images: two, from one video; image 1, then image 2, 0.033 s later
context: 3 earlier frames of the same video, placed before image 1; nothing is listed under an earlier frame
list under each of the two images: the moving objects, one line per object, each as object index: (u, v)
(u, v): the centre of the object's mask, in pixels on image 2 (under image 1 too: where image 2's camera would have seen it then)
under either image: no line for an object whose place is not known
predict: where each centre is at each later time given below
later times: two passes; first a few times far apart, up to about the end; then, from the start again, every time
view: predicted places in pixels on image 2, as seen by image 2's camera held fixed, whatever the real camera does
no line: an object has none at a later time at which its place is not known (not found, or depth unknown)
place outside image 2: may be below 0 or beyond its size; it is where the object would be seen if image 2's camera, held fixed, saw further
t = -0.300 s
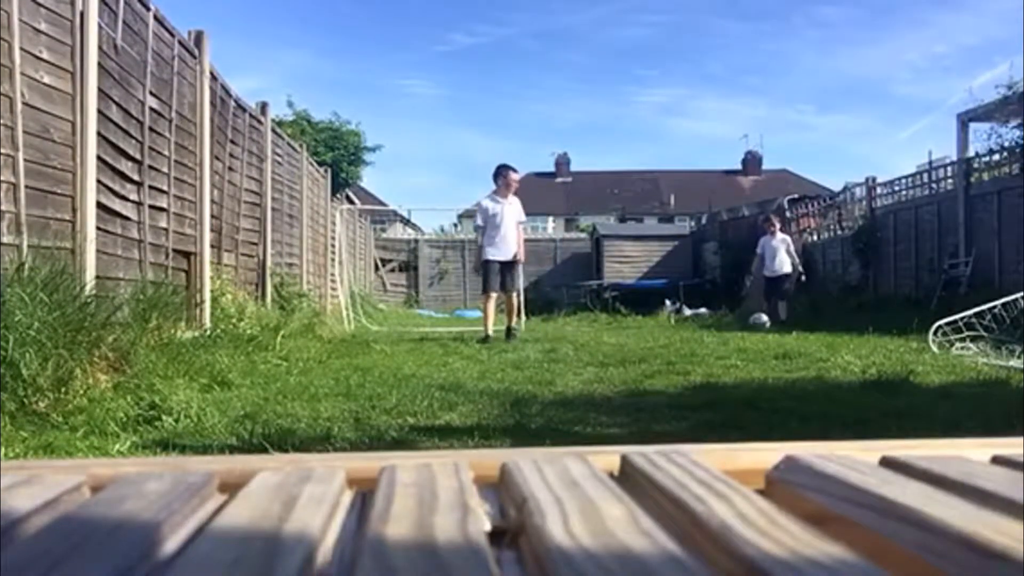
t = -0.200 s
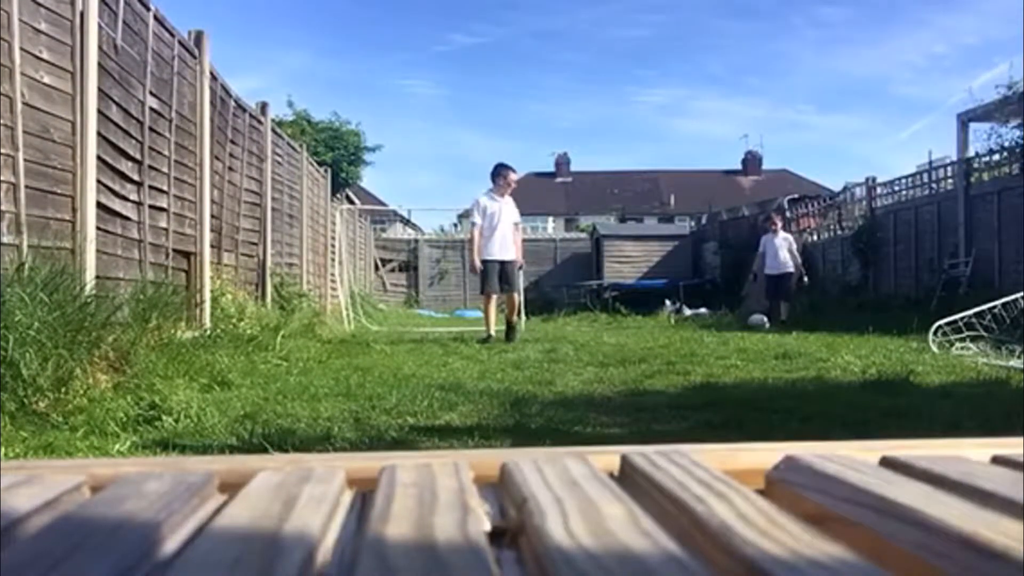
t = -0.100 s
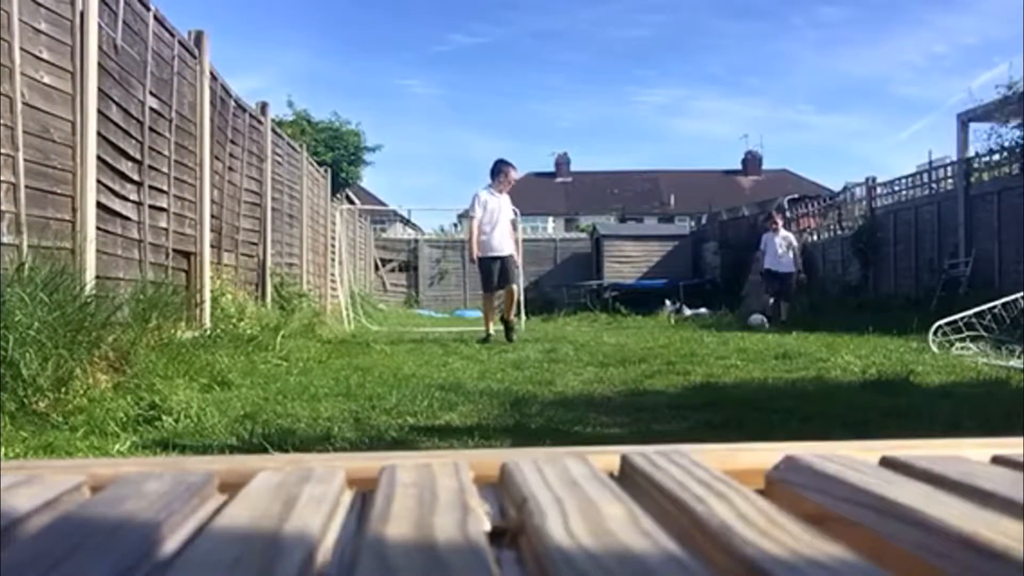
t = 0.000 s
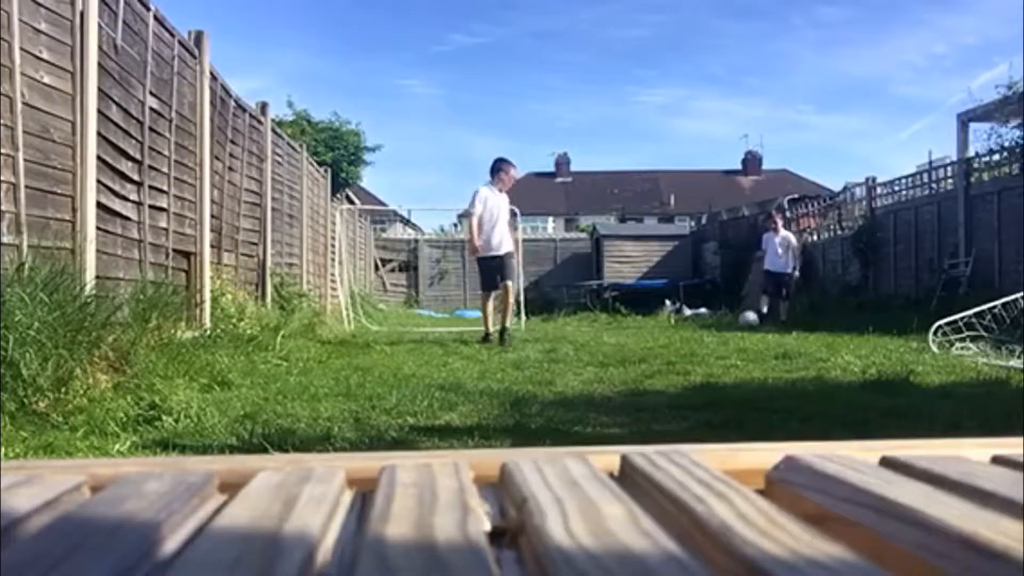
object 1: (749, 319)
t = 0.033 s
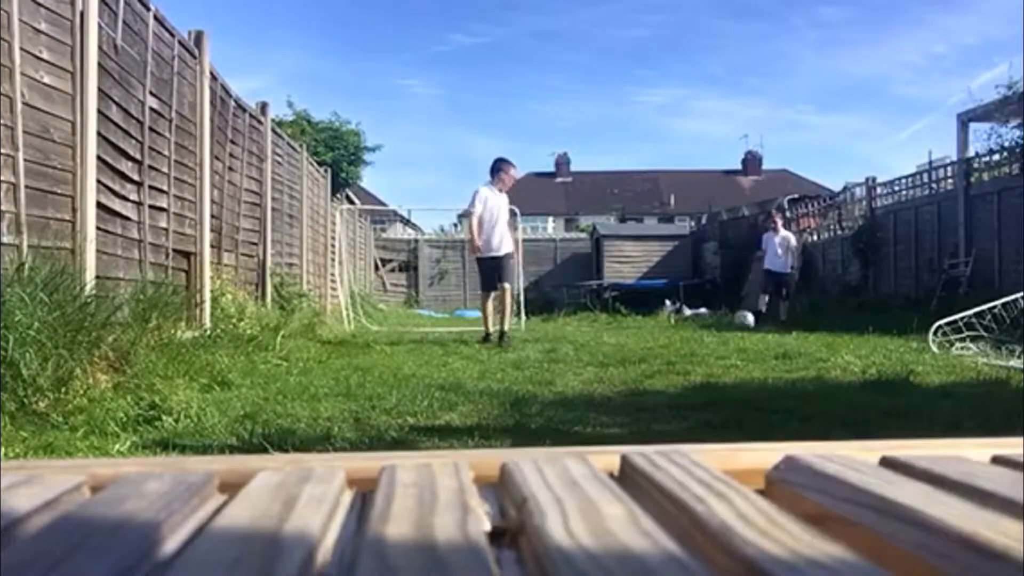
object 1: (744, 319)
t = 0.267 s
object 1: (709, 322)
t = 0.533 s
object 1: (669, 324)
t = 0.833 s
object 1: (620, 328)
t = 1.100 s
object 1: (578, 333)
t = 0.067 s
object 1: (738, 321)
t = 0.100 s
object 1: (732, 321)
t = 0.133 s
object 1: (727, 323)
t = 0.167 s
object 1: (721, 324)
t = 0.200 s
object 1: (718, 323)
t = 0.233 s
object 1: (712, 322)
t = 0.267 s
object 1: (709, 322)
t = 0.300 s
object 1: (703, 324)
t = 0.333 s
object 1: (700, 324)
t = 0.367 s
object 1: (695, 323)
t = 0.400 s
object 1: (690, 322)
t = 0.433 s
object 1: (685, 323)
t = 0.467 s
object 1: (679, 324)
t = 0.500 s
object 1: (674, 325)
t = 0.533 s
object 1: (669, 324)
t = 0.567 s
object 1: (663, 325)
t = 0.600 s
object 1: (658, 326)
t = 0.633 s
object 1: (653, 327)
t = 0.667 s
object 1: (648, 327)
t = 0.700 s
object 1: (643, 326)
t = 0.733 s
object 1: (636, 327)
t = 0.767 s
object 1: (631, 328)
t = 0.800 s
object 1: (625, 328)
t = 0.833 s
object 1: (620, 328)
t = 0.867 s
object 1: (617, 328)
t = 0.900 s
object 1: (610, 329)
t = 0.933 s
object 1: (605, 329)
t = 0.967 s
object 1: (600, 328)
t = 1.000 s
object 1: (595, 328)
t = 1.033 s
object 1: (588, 329)
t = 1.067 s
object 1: (584, 330)
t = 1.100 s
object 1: (578, 333)
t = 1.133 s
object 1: (575, 331)
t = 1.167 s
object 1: (567, 331)
